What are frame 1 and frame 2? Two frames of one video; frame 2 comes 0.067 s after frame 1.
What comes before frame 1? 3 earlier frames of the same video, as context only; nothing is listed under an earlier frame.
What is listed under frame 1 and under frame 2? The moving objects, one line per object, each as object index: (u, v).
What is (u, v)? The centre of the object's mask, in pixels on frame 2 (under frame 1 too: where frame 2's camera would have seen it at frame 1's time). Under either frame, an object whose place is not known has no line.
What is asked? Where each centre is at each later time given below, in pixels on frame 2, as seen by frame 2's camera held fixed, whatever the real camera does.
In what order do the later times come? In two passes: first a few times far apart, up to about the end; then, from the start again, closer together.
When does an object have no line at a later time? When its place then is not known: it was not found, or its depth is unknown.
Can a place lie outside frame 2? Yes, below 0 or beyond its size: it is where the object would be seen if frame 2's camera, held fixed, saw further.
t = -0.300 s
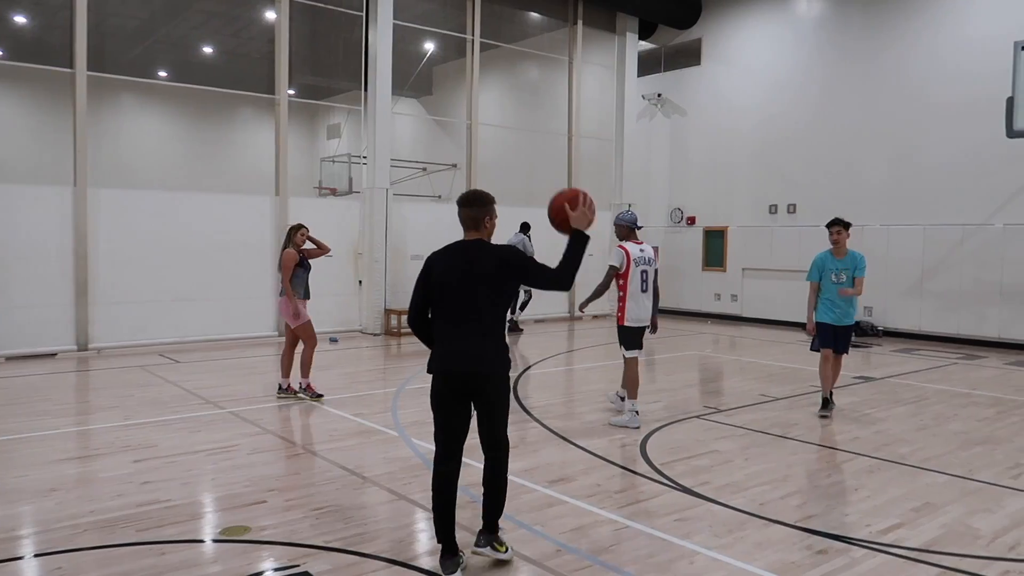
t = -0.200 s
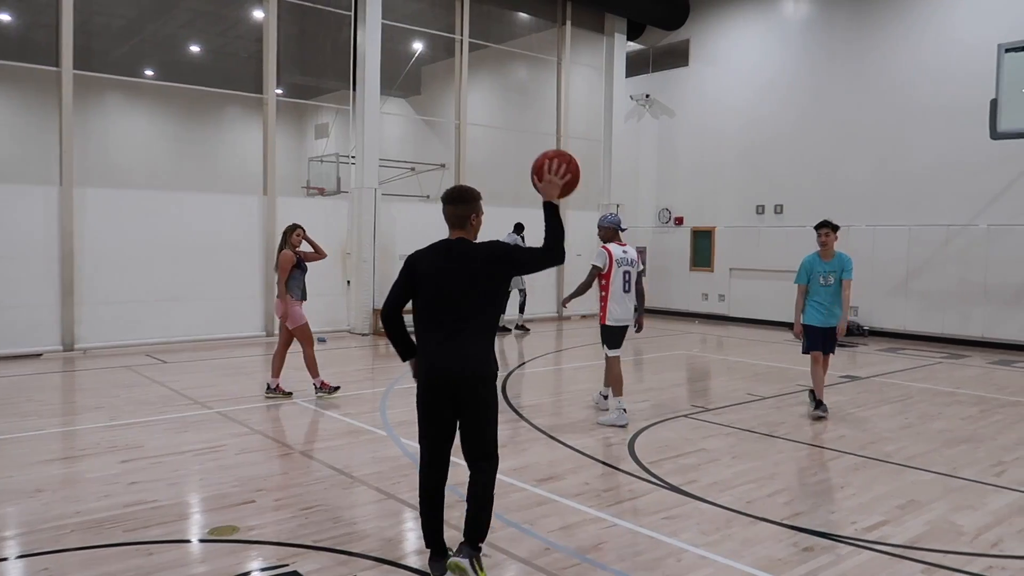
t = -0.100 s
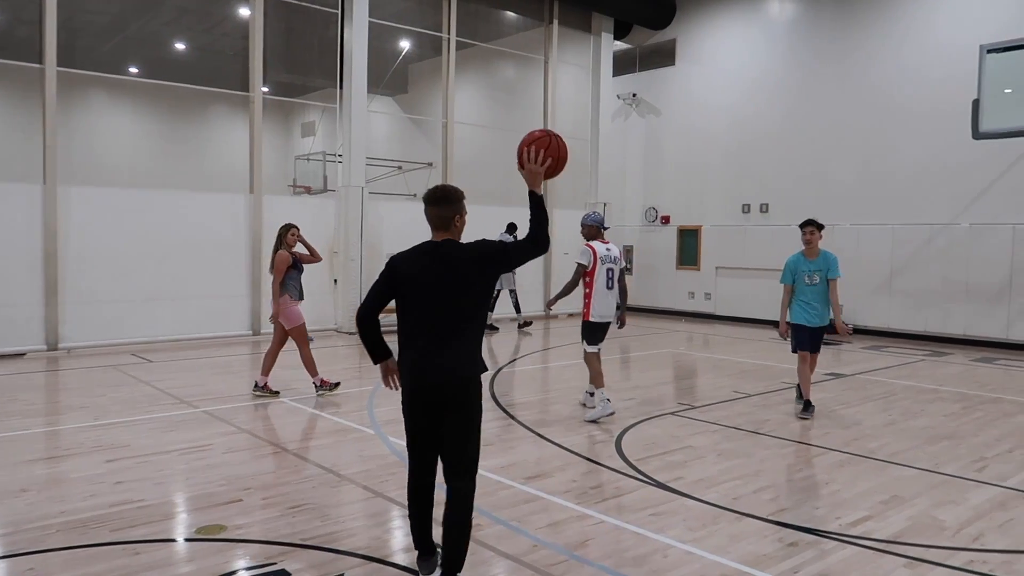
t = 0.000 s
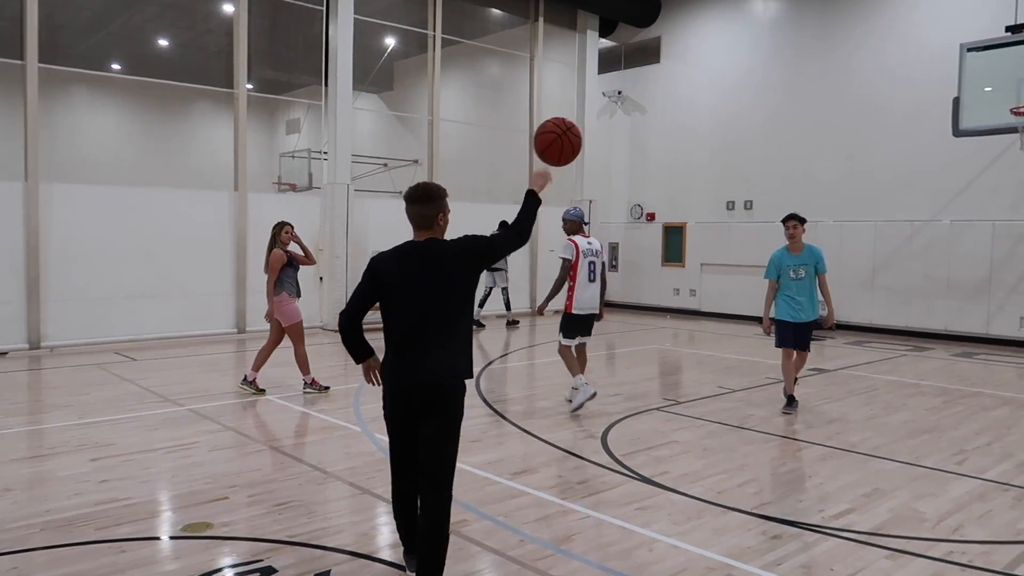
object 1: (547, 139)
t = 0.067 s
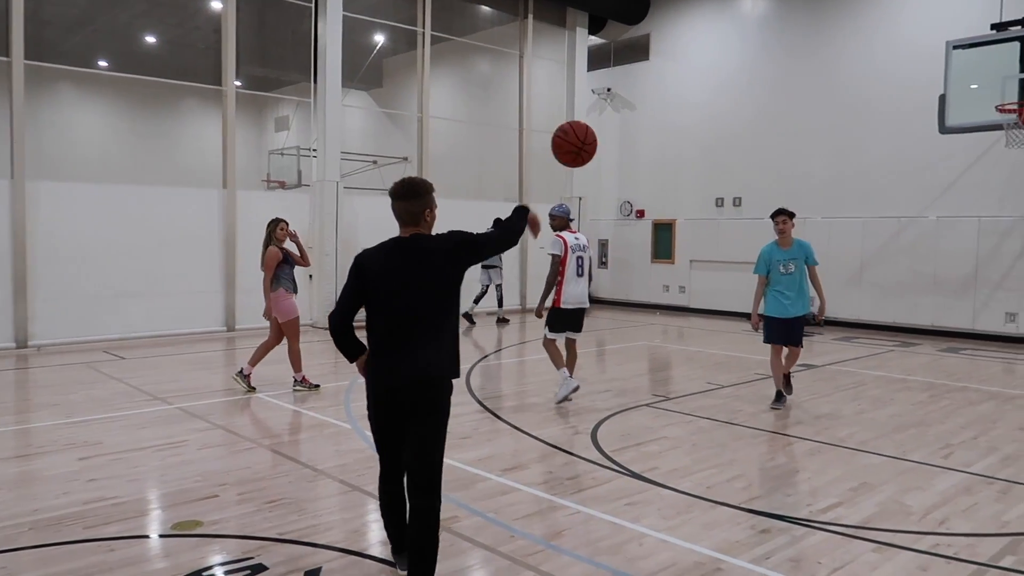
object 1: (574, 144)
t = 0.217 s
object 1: (624, 181)
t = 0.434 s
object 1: (678, 283)
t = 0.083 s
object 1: (580, 146)
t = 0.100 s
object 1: (586, 149)
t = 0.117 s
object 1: (592, 153)
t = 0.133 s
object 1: (598, 156)
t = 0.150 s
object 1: (604, 161)
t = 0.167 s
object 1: (609, 165)
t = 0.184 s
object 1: (614, 170)
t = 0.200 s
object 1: (619, 176)
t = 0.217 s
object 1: (624, 181)
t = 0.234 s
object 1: (629, 187)
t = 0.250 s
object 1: (634, 194)
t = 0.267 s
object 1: (638, 200)
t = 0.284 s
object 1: (642, 208)
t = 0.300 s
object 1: (647, 215)
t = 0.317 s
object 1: (650, 222)
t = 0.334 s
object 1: (654, 230)
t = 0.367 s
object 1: (662, 247)
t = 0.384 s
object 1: (666, 256)
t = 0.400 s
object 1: (671, 265)
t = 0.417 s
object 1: (675, 274)
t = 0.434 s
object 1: (678, 283)
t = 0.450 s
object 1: (681, 293)
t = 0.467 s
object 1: (686, 303)
